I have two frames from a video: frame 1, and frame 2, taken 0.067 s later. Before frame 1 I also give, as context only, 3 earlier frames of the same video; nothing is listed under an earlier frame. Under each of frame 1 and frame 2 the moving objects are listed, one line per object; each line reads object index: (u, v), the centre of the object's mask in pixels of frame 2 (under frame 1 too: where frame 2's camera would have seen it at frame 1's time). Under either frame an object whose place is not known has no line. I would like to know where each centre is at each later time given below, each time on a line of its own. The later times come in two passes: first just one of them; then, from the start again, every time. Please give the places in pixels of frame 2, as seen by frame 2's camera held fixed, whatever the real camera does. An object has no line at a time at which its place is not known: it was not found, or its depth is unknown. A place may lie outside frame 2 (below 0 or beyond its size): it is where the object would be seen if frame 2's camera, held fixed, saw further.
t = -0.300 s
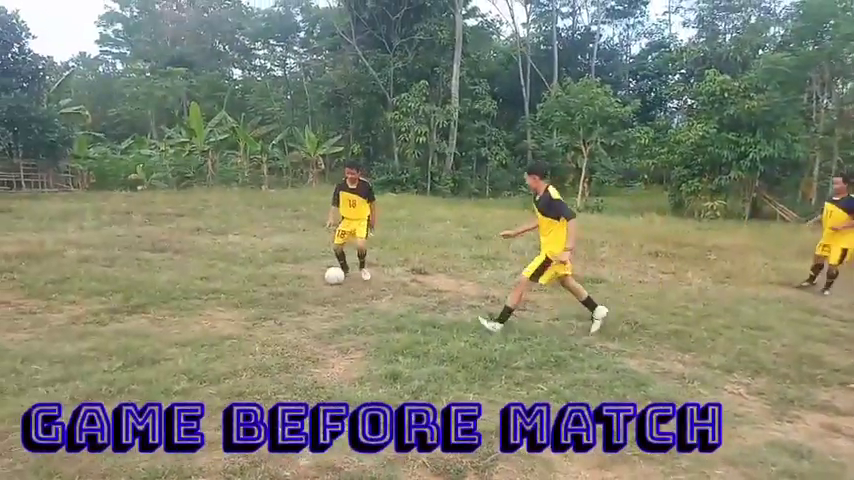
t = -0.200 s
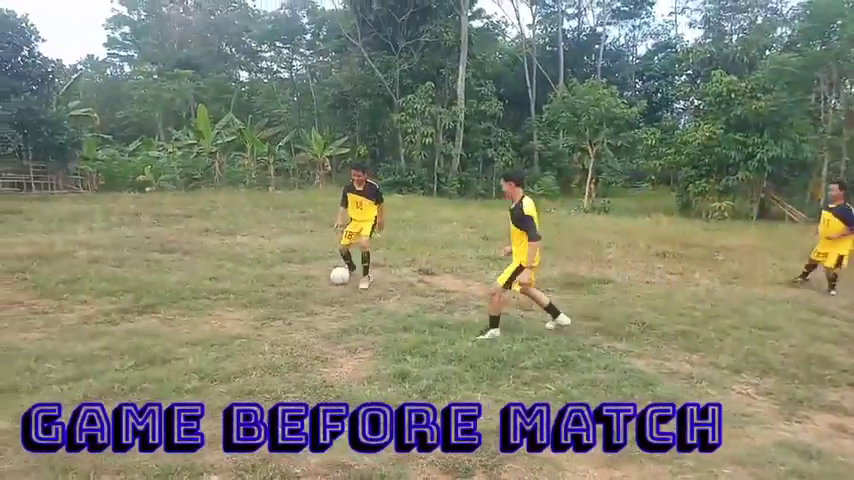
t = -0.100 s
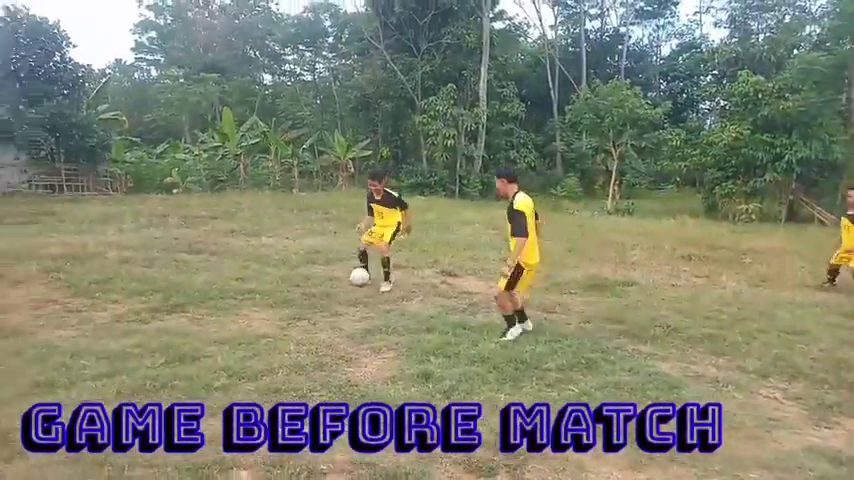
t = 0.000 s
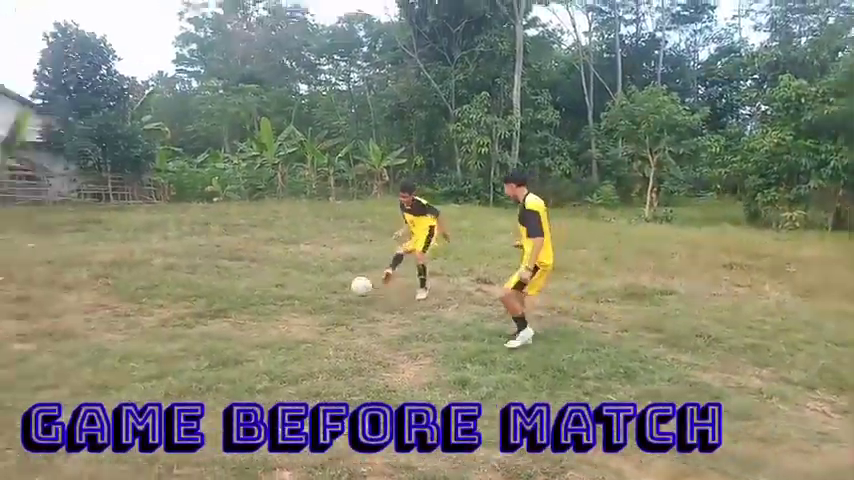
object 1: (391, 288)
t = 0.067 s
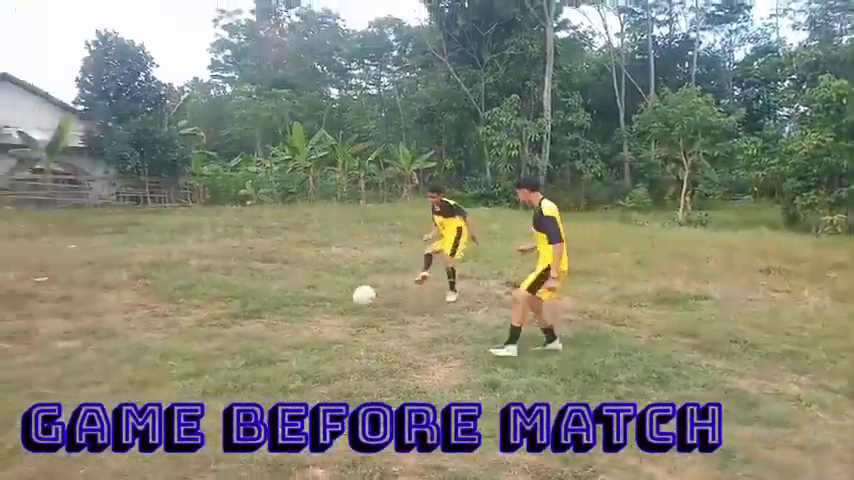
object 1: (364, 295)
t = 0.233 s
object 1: (269, 345)
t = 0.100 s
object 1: (348, 301)
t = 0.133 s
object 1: (331, 308)
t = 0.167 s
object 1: (312, 318)
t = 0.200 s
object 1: (292, 328)
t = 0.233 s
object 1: (269, 345)
